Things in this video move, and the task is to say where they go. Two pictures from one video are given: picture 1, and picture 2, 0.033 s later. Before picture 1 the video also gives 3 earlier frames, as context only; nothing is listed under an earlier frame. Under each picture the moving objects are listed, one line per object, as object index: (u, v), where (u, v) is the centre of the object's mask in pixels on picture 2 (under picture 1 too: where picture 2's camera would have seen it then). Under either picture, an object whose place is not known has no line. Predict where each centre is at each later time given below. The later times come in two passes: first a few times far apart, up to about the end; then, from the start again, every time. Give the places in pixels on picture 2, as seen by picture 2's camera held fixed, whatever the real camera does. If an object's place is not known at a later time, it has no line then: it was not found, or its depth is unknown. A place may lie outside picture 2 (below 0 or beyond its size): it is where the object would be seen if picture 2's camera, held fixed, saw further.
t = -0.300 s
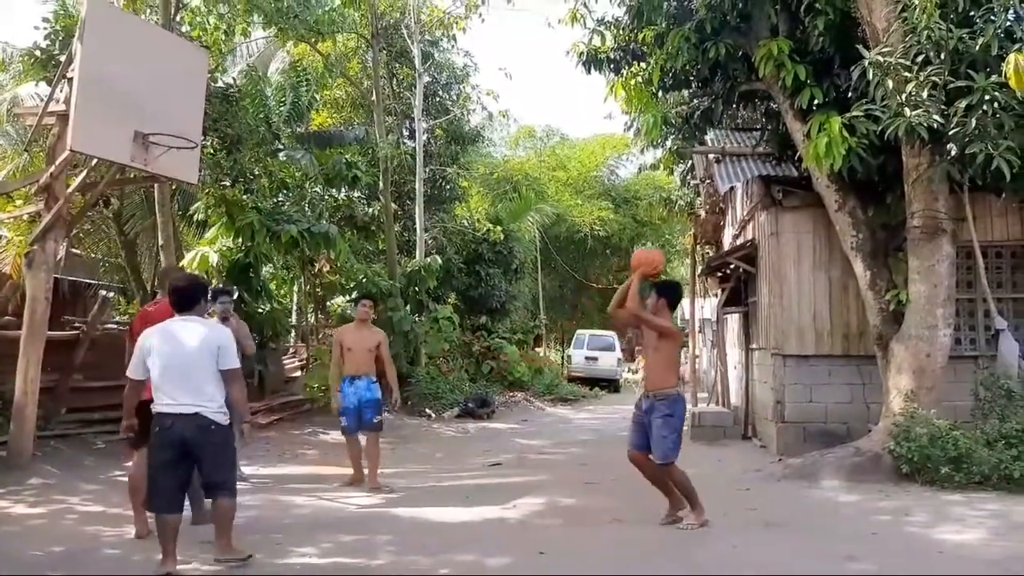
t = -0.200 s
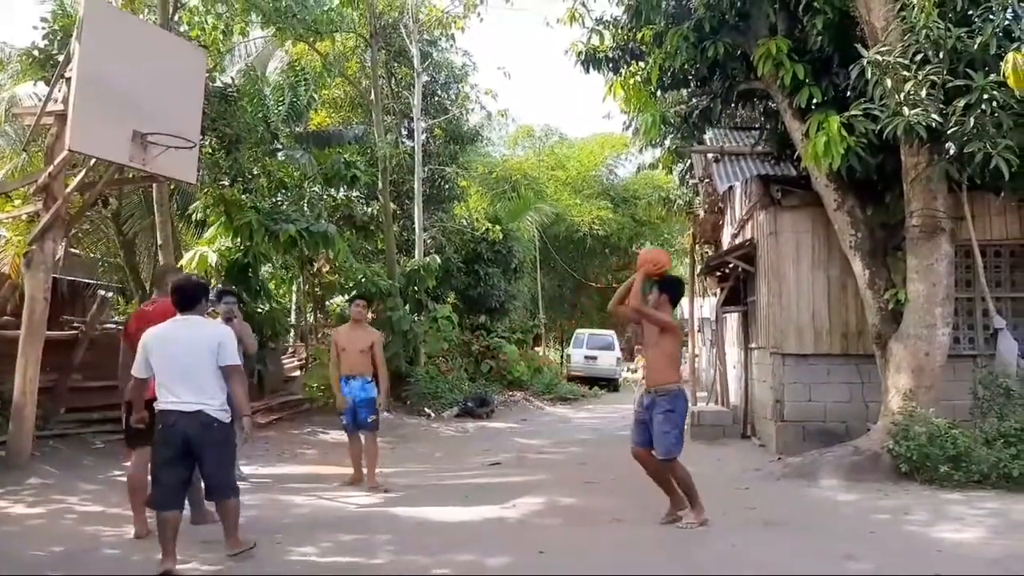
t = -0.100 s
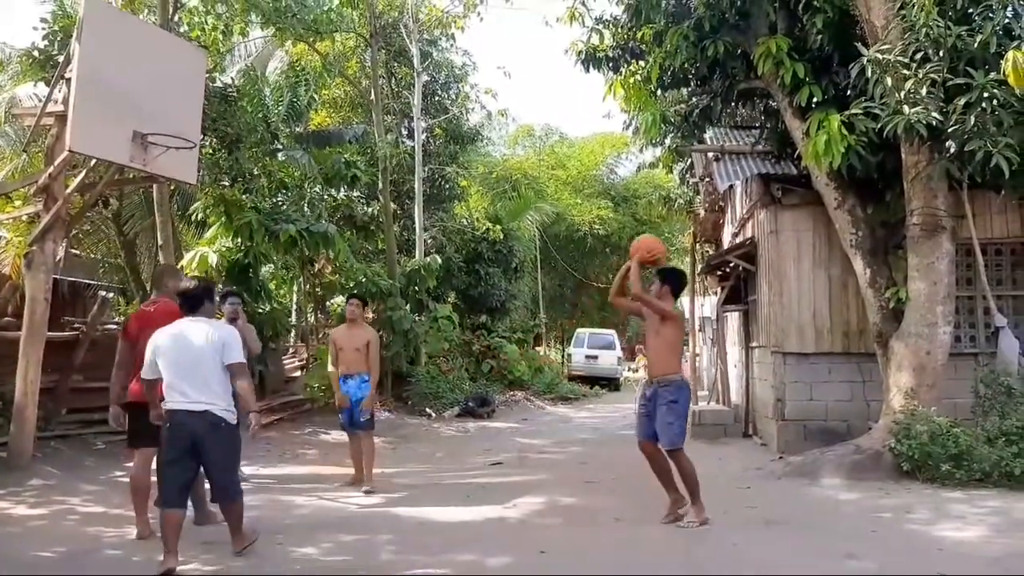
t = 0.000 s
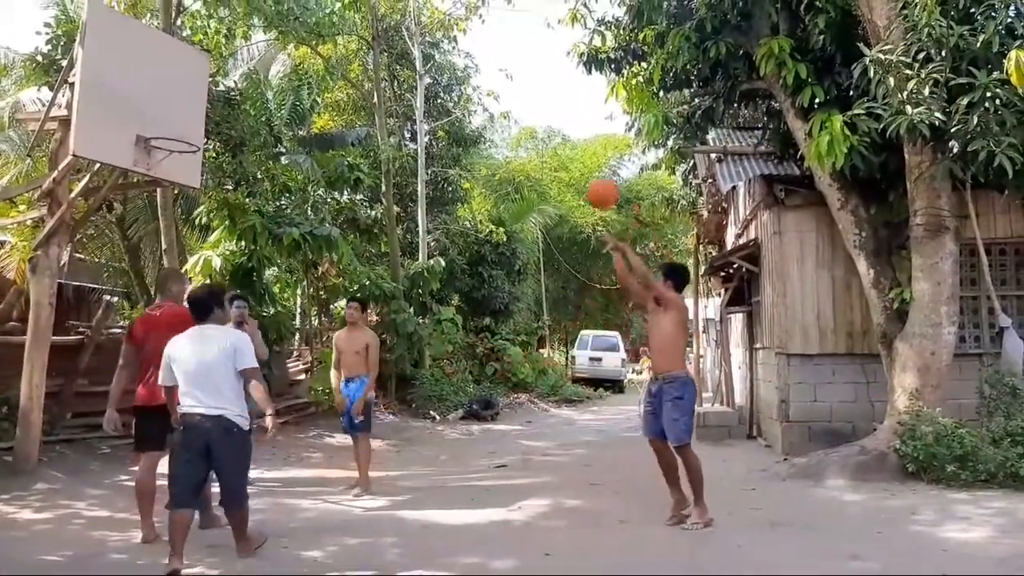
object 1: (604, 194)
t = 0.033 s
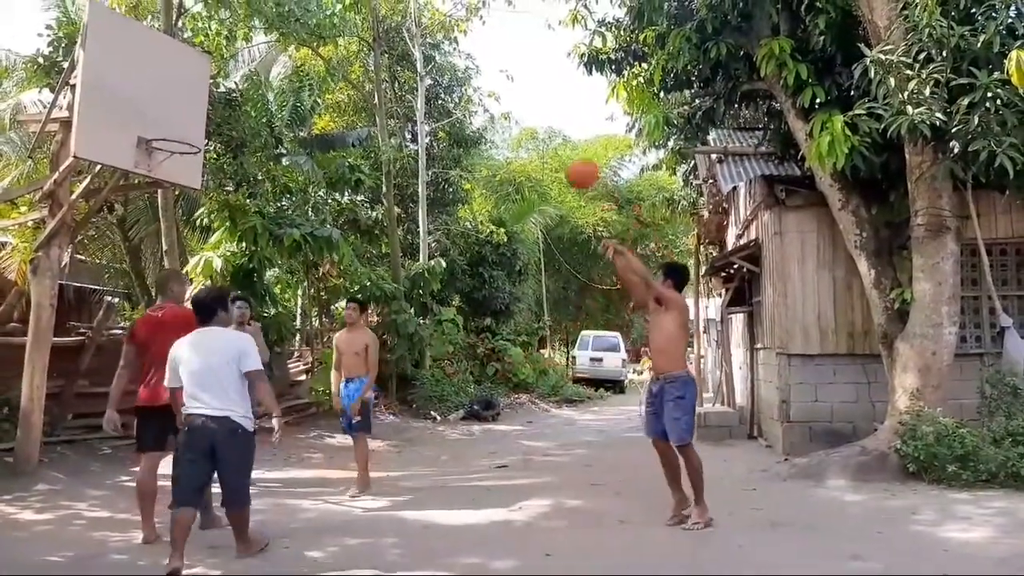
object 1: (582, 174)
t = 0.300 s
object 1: (428, 67)
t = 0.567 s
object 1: (290, 59)
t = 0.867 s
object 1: (166, 144)
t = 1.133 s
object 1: (143, 176)
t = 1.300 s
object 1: (95, 241)
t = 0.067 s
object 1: (561, 155)
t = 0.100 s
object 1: (541, 137)
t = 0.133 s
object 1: (522, 121)
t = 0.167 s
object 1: (502, 107)
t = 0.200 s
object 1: (484, 94)
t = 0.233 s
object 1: (466, 84)
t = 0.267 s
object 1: (447, 74)
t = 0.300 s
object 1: (428, 67)
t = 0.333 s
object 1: (410, 61)
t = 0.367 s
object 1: (394, 57)
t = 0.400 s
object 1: (376, 53)
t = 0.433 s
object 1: (357, 52)
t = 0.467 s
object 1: (341, 51)
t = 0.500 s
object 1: (323, 52)
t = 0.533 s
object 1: (306, 55)
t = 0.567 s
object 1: (290, 59)
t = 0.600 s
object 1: (274, 63)
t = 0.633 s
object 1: (258, 71)
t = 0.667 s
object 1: (242, 78)
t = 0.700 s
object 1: (225, 87)
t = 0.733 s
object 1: (209, 98)
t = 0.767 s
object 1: (194, 109)
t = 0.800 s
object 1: (178, 123)
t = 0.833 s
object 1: (163, 136)
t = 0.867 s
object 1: (166, 144)
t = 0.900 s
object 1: (177, 151)
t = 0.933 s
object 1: (181, 151)
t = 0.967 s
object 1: (182, 152)
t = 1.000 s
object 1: (174, 154)
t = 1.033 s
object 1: (166, 157)
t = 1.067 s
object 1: (158, 161)
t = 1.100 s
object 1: (151, 168)
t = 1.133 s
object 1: (143, 176)
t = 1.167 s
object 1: (133, 186)
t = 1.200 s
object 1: (124, 198)
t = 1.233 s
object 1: (114, 209)
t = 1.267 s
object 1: (105, 225)
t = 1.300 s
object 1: (95, 241)
